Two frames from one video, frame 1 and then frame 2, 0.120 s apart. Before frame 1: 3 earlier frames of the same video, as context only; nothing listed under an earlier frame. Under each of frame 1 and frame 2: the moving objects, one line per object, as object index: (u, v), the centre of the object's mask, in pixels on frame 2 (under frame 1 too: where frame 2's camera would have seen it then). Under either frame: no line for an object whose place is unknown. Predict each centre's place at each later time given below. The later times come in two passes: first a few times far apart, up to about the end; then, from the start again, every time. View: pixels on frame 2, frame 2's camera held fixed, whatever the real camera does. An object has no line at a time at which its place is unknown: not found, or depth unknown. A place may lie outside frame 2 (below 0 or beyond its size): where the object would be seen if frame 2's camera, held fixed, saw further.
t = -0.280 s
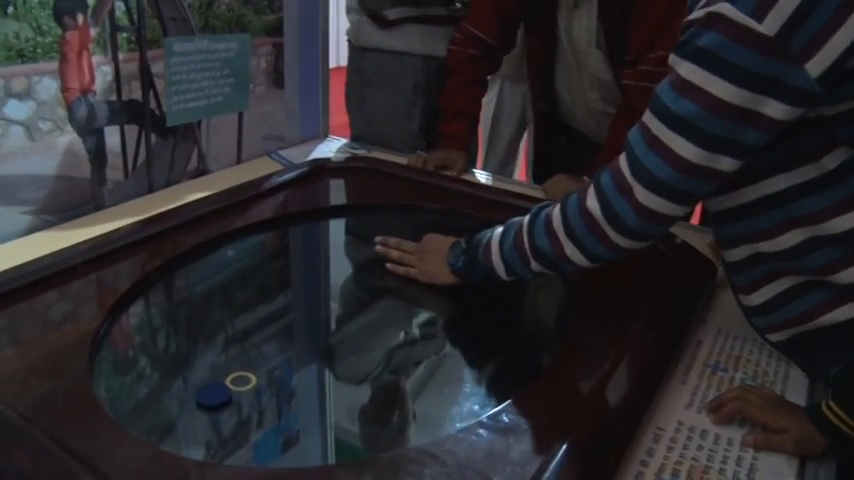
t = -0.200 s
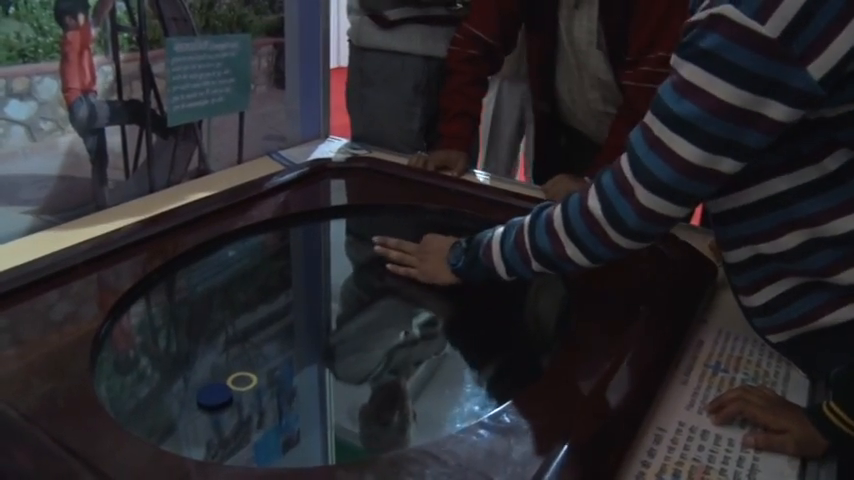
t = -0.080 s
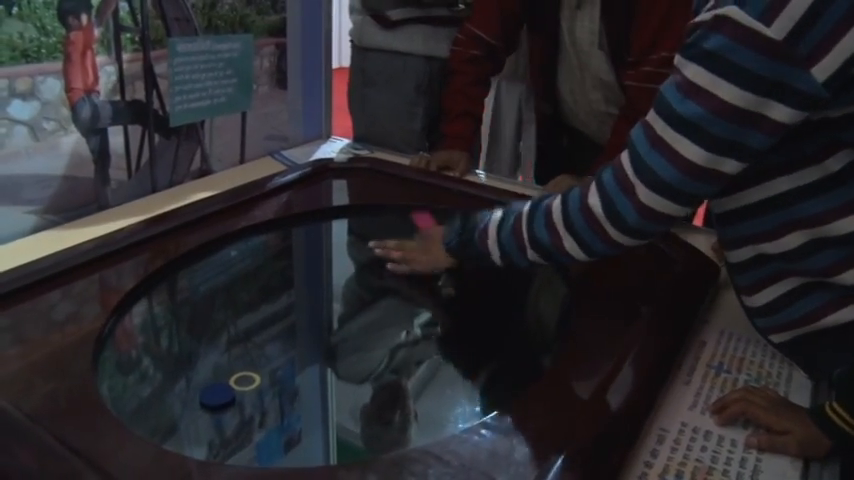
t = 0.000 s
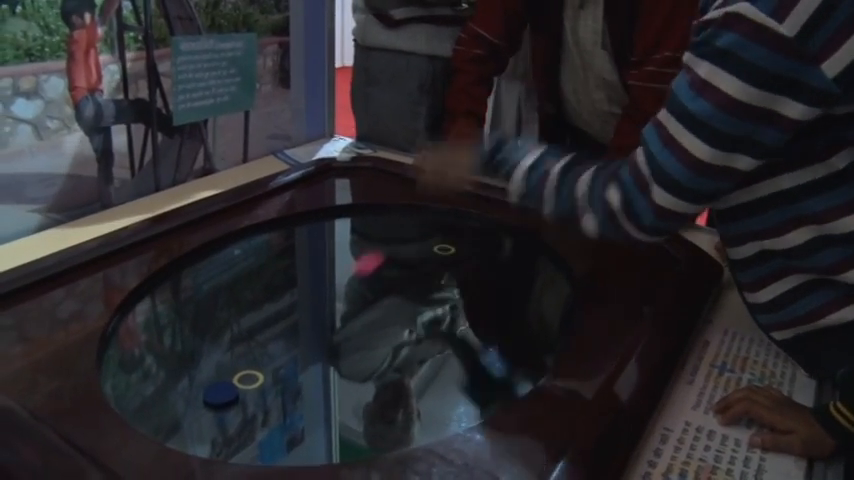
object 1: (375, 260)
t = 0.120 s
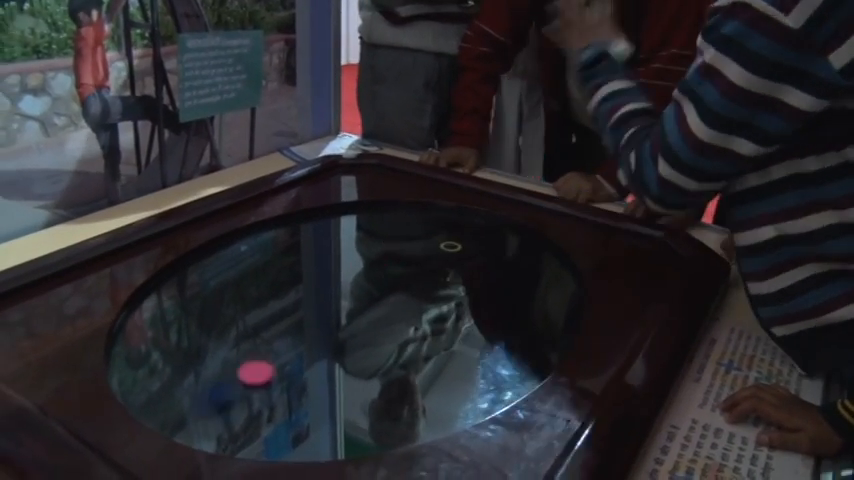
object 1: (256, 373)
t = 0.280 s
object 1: (283, 385)
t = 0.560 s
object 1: (284, 386)
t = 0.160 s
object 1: (267, 379)
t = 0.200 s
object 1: (277, 383)
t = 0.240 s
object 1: (281, 385)
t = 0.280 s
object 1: (283, 385)
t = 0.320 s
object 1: (283, 385)
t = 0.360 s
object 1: (283, 385)
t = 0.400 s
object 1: (283, 385)
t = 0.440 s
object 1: (283, 385)
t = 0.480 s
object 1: (283, 385)
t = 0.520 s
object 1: (284, 386)
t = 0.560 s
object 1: (284, 386)
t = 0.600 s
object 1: (284, 386)
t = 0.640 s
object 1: (284, 386)
